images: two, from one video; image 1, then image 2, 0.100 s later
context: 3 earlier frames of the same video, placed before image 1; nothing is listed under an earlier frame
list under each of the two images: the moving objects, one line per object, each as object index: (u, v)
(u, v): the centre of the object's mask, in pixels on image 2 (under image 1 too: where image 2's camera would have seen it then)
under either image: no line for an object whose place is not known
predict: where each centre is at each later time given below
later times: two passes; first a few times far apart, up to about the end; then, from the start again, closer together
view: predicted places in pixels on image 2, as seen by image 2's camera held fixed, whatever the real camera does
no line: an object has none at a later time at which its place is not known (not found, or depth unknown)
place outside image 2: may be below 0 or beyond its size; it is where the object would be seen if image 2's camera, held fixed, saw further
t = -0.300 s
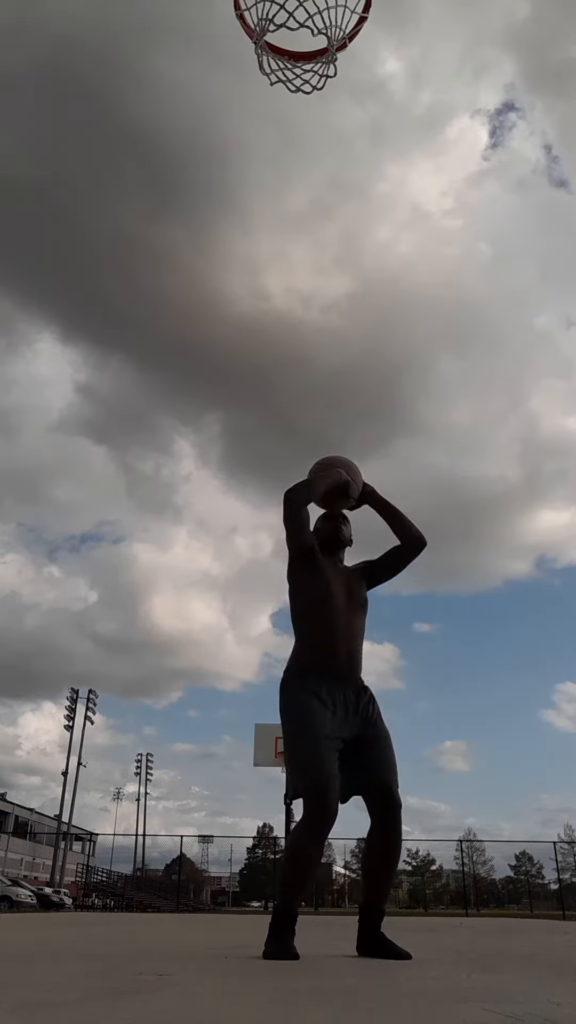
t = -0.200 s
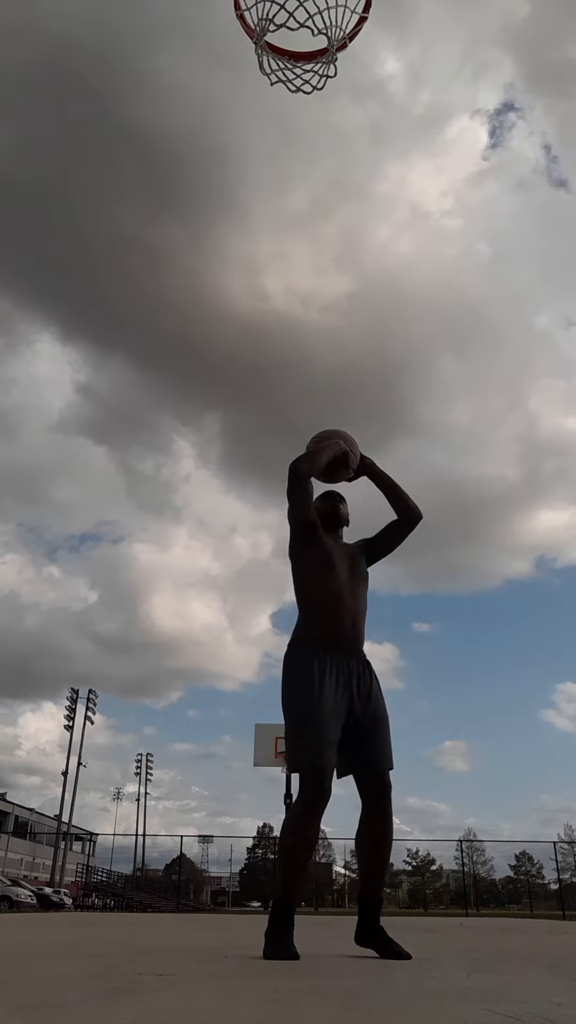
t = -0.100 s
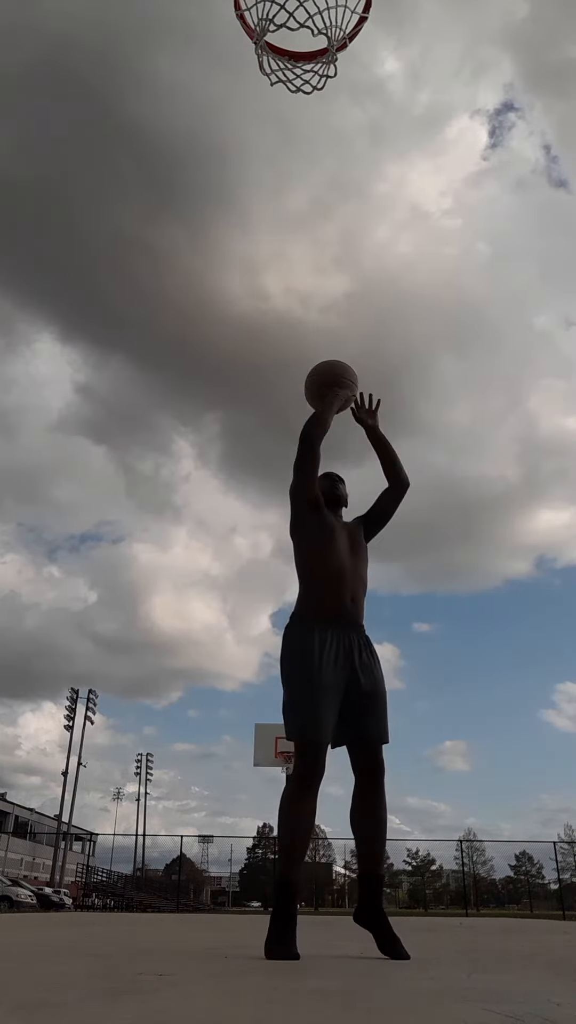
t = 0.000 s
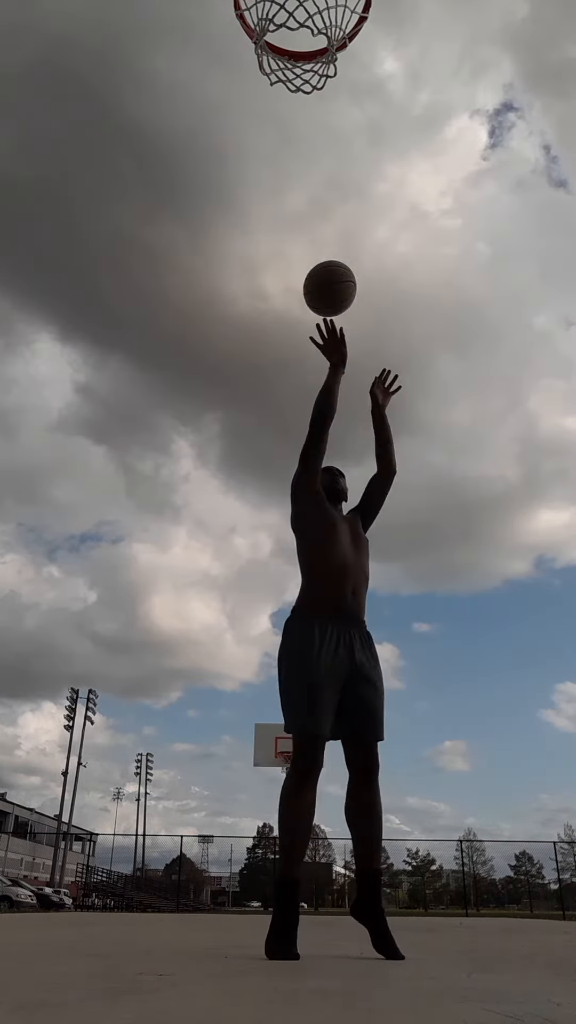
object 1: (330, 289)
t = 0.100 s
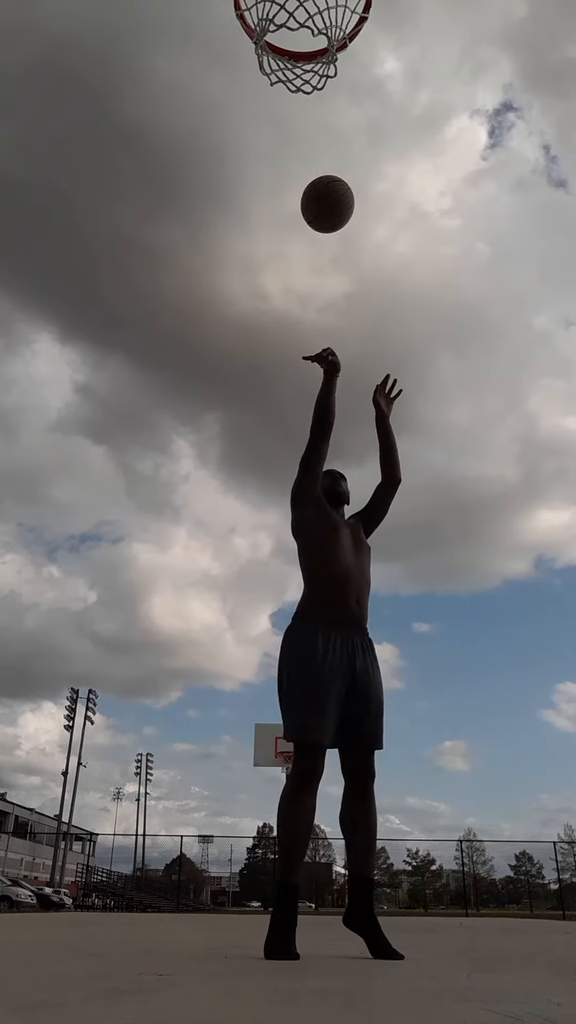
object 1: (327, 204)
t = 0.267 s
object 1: (327, 103)
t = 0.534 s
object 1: (301, 14)
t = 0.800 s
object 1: (302, 14)
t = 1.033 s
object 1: (278, 123)
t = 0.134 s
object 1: (327, 180)
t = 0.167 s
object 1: (326, 157)
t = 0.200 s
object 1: (325, 135)
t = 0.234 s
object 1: (325, 116)
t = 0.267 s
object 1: (327, 103)
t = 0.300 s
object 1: (331, 90)
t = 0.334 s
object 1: (338, 75)
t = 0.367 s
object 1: (308, 43)
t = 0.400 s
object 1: (308, 42)
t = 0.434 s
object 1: (309, 42)
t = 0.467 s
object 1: (310, 39)
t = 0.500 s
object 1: (304, 22)
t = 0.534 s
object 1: (301, 14)
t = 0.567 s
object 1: (301, 9)
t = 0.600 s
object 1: (310, 8)
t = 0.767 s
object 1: (308, 10)
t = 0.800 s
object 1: (302, 14)
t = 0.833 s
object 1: (300, 19)
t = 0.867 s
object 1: (297, 27)
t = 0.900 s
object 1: (294, 35)
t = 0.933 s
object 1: (290, 50)
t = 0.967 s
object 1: (286, 72)
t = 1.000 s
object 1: (282, 96)
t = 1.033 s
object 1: (278, 123)
